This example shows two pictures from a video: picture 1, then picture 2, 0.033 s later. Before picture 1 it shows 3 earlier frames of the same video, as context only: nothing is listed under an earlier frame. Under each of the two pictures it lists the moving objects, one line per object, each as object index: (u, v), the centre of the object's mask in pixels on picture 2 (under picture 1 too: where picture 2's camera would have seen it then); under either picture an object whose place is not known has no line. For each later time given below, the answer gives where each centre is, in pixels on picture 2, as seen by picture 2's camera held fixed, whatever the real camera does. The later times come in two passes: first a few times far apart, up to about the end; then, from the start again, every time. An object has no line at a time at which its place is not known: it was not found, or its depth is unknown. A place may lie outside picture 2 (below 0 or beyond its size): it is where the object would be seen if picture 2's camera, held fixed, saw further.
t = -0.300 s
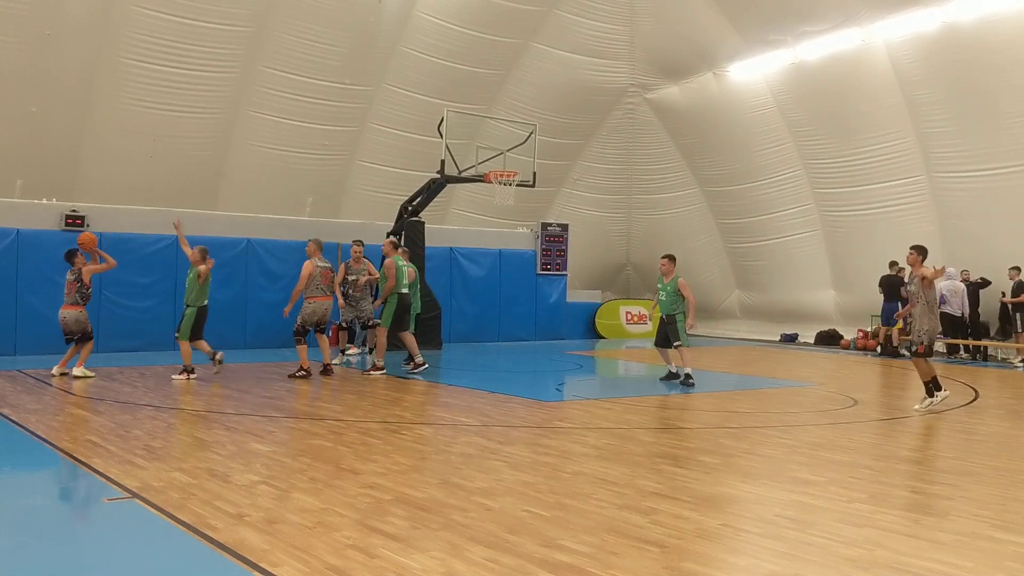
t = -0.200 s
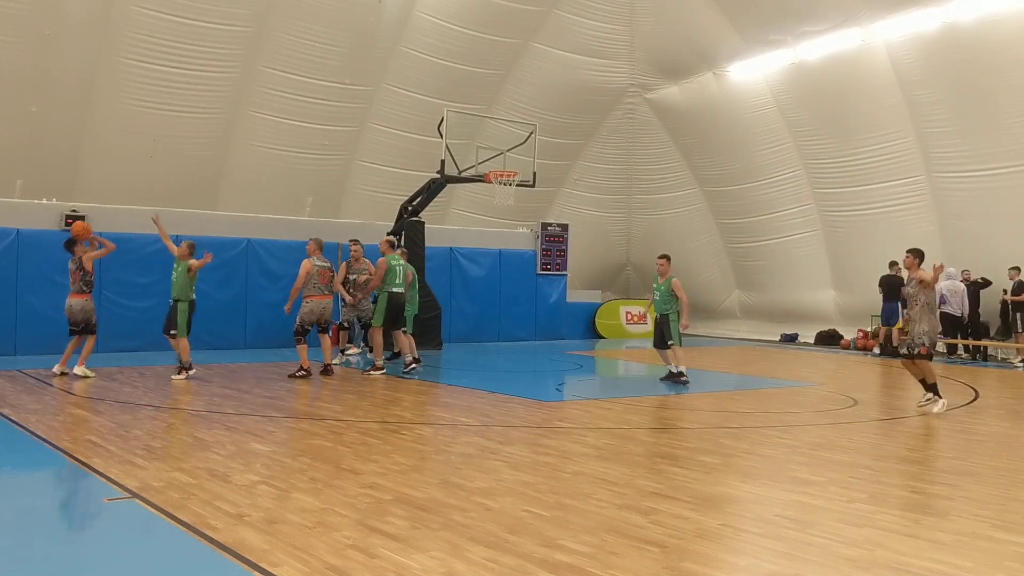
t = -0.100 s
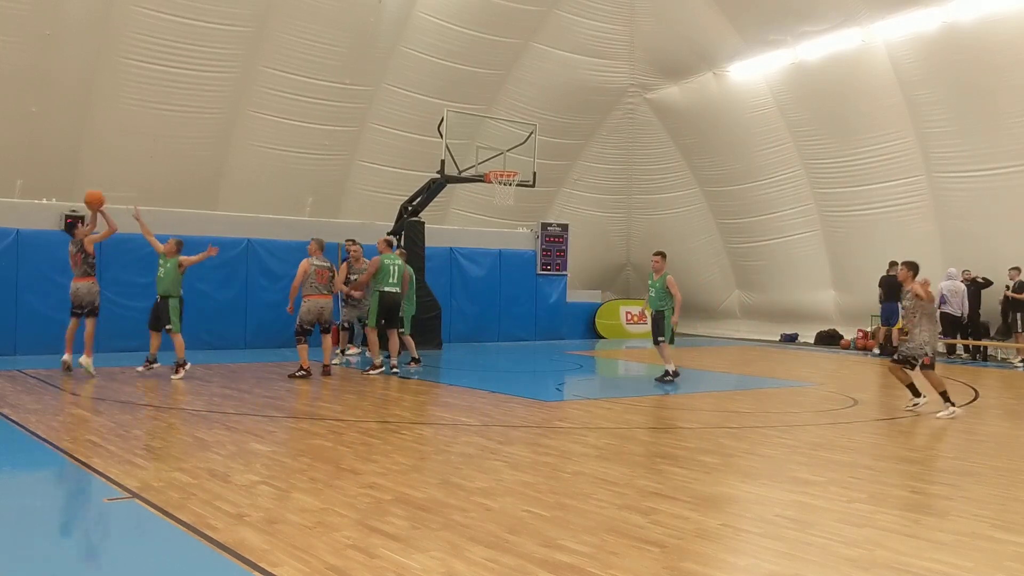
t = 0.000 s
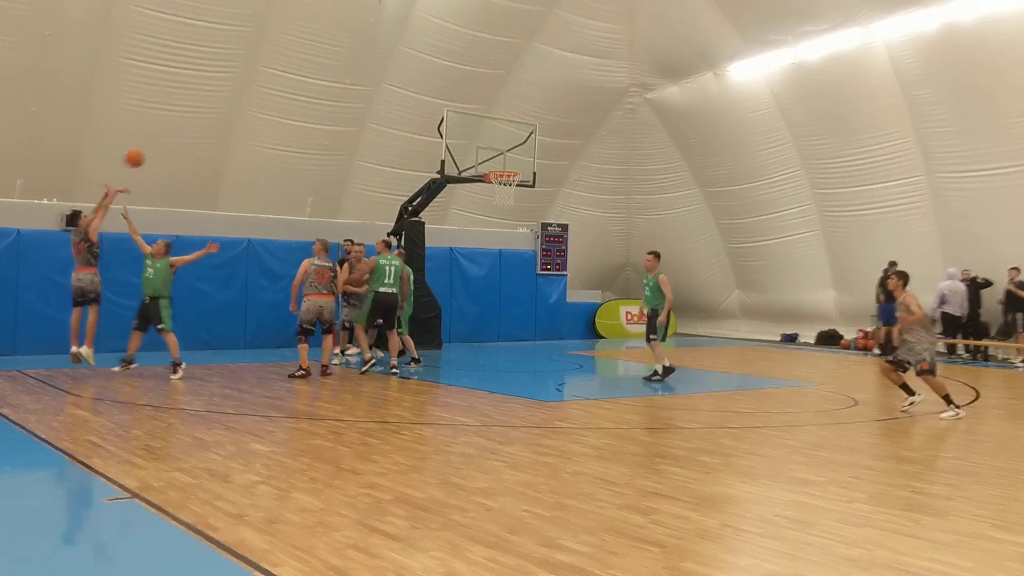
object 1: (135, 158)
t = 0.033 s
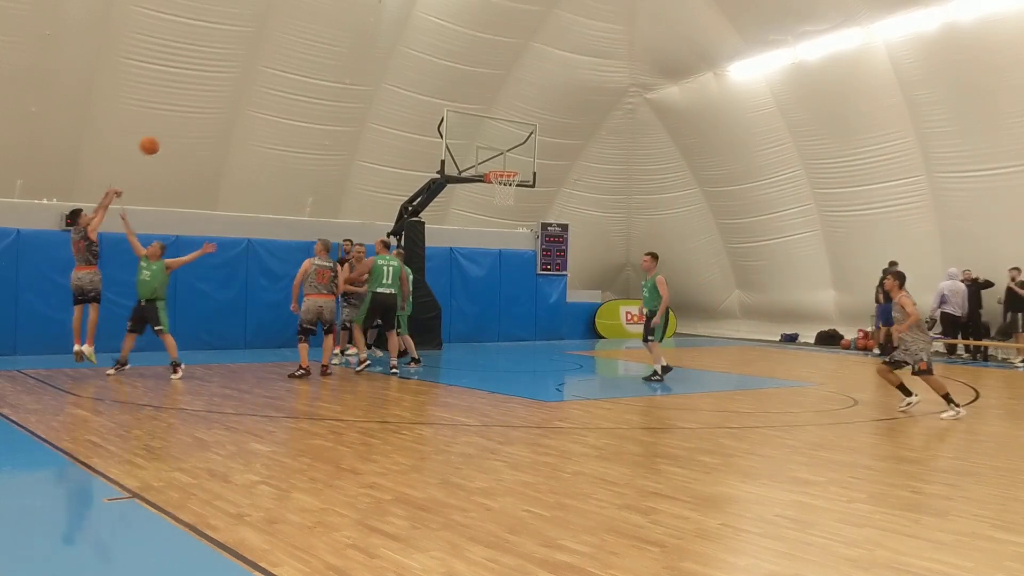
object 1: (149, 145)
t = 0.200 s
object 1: (220, 97)
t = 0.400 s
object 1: (297, 69)
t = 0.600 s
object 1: (367, 70)
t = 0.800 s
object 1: (431, 97)
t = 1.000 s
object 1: (488, 146)
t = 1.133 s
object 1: (504, 174)
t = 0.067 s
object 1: (164, 134)
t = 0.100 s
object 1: (178, 123)
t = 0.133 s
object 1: (192, 113)
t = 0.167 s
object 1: (206, 104)
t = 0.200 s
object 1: (220, 97)
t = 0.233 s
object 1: (232, 90)
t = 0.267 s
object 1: (246, 85)
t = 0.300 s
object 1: (259, 79)
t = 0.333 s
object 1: (272, 75)
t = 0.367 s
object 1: (285, 72)
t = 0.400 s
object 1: (297, 69)
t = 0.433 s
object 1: (309, 67)
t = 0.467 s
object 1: (321, 67)
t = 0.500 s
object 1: (333, 66)
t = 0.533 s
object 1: (344, 67)
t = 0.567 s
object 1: (356, 68)
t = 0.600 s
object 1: (367, 70)
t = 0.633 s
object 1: (378, 73)
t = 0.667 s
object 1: (389, 76)
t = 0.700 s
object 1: (400, 80)
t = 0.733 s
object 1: (410, 85)
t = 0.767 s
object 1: (420, 90)
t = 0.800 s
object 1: (431, 97)
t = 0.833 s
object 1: (440, 103)
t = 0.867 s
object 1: (450, 111)
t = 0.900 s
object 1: (460, 119)
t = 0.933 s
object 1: (469, 128)
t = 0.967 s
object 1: (478, 137)
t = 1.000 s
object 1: (488, 146)
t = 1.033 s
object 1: (496, 156)
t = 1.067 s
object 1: (506, 166)
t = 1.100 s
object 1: (507, 169)
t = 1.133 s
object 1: (504, 174)
